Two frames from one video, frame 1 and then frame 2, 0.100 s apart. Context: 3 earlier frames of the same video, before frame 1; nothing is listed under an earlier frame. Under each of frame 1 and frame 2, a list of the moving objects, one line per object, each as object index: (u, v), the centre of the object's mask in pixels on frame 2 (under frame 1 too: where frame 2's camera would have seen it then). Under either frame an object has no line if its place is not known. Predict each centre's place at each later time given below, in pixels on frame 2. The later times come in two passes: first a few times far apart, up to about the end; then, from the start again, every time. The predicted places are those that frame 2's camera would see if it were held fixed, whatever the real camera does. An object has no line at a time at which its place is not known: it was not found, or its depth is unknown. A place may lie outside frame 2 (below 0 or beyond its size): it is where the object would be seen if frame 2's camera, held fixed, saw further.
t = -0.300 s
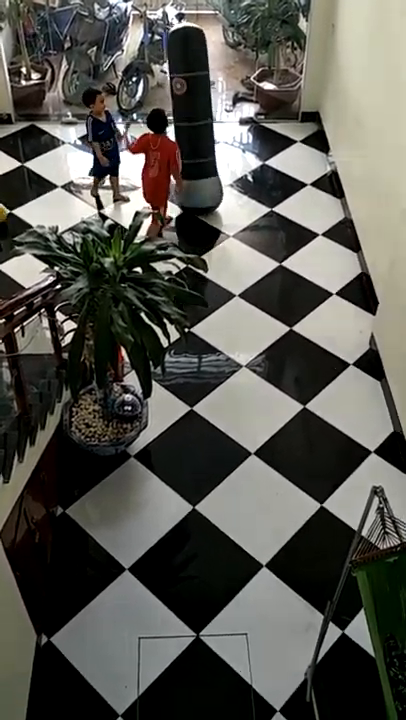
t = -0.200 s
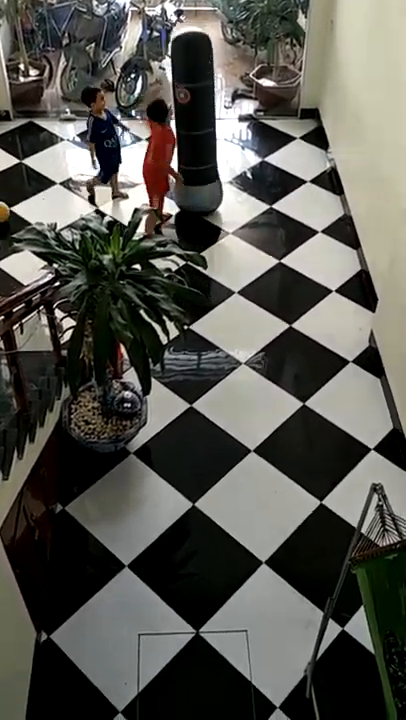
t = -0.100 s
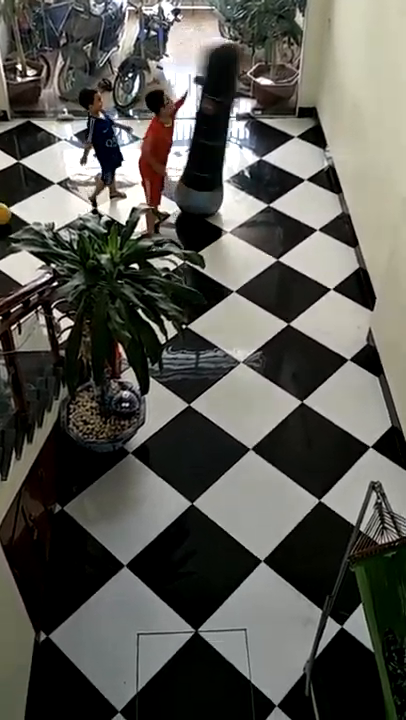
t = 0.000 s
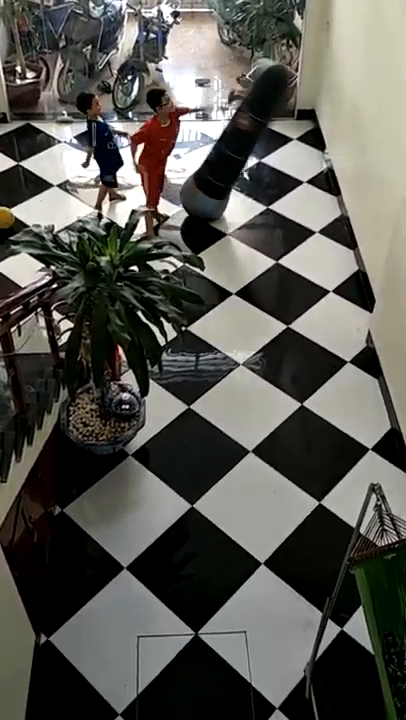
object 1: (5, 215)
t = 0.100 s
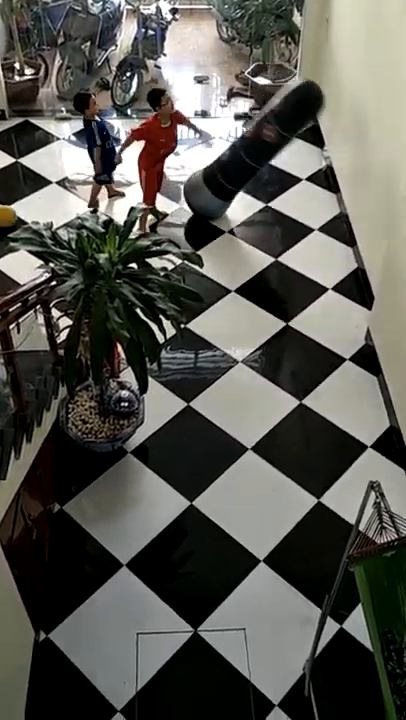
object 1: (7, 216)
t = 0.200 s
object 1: (10, 217)
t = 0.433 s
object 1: (20, 219)
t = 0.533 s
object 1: (26, 219)
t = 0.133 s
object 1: (7, 216)
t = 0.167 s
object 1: (6, 216)
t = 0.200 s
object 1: (10, 217)
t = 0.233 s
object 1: (11, 218)
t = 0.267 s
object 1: (12, 218)
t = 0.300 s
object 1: (14, 218)
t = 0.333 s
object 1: (16, 219)
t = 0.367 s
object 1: (17, 219)
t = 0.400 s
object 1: (19, 219)
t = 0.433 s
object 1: (20, 219)
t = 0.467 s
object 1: (22, 219)
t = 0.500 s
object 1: (24, 219)
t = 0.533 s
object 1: (26, 219)
